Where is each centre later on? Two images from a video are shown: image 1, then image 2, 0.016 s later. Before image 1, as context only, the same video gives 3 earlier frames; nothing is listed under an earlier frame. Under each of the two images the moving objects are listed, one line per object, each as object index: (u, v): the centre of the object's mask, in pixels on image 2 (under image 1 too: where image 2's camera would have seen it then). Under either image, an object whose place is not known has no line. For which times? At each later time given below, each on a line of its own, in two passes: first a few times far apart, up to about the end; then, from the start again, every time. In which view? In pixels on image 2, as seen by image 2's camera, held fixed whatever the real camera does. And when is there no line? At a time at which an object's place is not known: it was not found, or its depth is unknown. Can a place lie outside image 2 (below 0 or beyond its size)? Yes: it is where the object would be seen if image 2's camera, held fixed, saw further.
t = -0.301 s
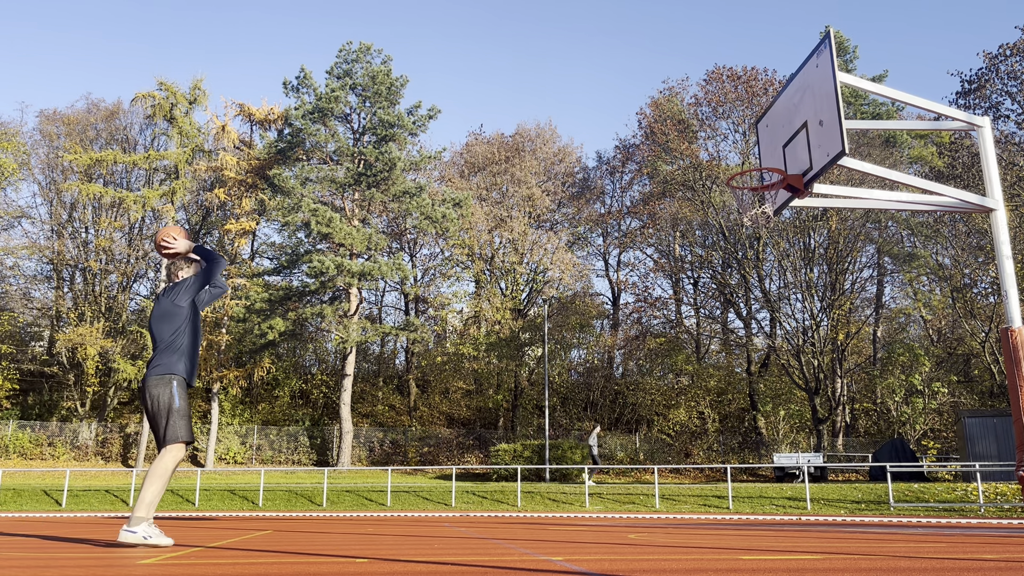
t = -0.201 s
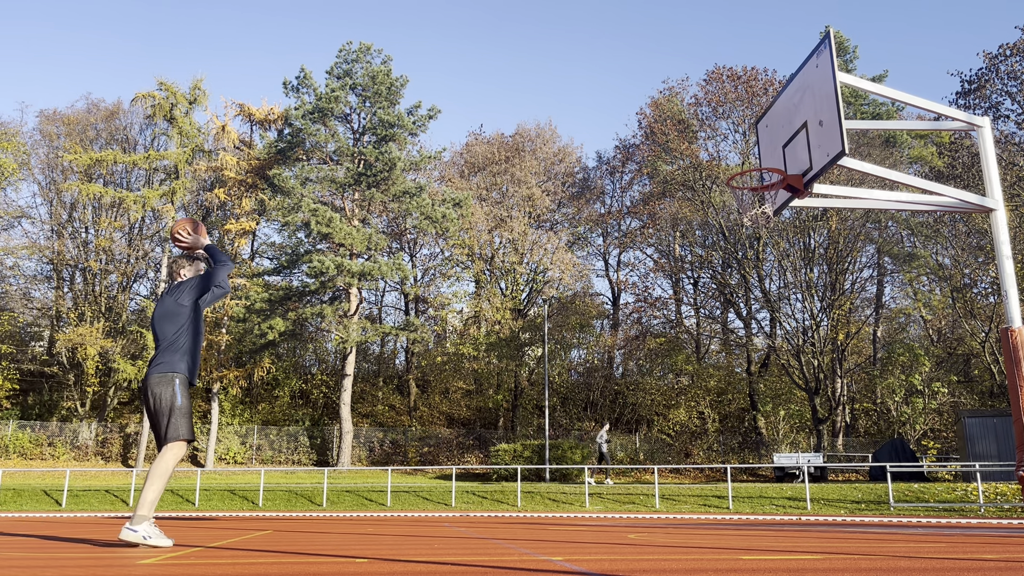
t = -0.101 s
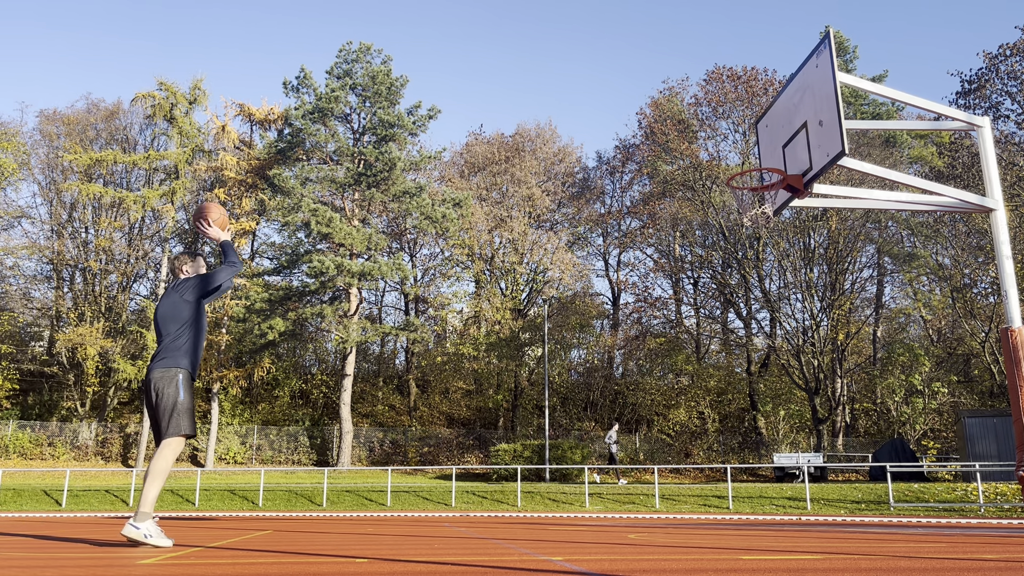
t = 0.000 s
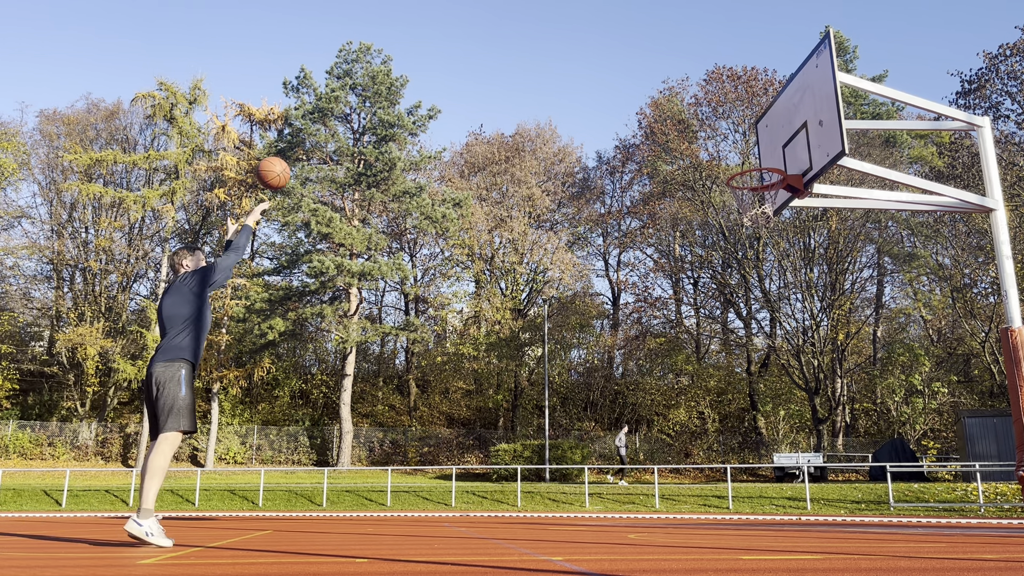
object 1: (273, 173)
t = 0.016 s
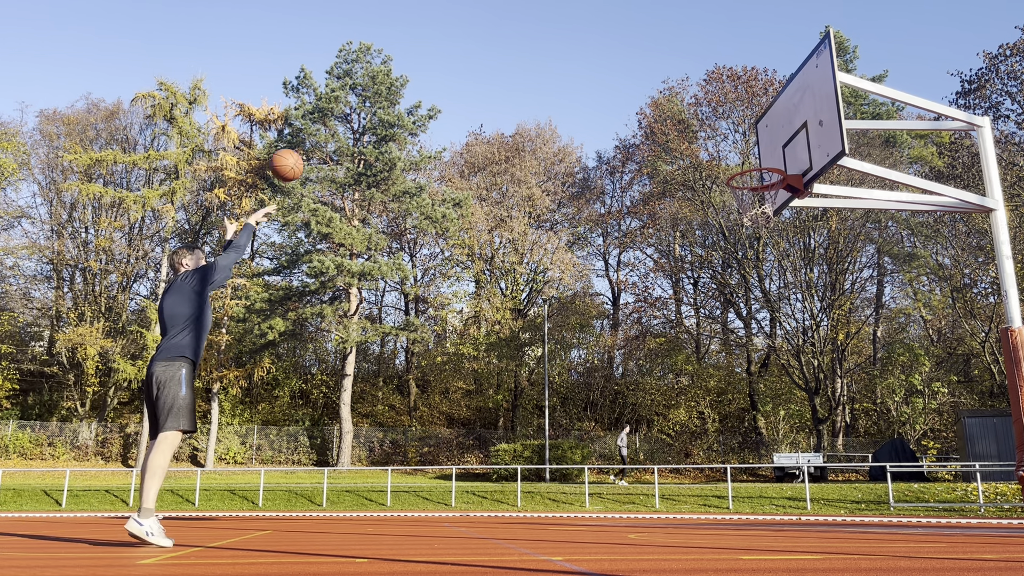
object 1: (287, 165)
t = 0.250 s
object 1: (457, 99)
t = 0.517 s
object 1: (624, 103)
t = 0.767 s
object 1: (766, 173)
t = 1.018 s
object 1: (747, 208)
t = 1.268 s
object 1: (748, 255)
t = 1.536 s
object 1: (754, 372)
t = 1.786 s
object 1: (763, 504)
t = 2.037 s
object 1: (757, 414)
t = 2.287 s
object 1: (756, 392)
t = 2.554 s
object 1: (760, 436)
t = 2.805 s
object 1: (764, 505)
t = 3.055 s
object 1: (759, 458)
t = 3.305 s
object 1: (758, 472)
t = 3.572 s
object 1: (758, 500)
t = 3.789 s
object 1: (754, 484)
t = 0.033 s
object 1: (299, 158)
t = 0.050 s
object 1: (313, 151)
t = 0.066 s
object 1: (326, 145)
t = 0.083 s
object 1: (338, 138)
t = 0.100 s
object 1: (351, 133)
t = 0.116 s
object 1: (364, 127)
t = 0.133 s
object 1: (376, 123)
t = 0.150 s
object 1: (388, 118)
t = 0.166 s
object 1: (400, 114)
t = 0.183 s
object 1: (412, 110)
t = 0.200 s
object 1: (423, 107)
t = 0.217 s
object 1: (434, 104)
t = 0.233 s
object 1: (446, 101)
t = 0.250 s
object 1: (457, 99)
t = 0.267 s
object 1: (468, 96)
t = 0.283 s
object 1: (479, 95)
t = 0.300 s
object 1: (490, 93)
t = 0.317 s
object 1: (501, 92)
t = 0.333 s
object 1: (511, 92)
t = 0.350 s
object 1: (522, 91)
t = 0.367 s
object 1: (533, 91)
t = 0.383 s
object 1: (543, 91)
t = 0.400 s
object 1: (553, 92)
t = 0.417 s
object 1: (564, 92)
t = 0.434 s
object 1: (574, 93)
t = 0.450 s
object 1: (584, 95)
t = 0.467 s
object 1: (594, 96)
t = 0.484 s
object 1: (604, 98)
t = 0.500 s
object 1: (614, 100)
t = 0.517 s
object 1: (624, 103)
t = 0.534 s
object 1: (634, 106)
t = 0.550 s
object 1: (644, 109)
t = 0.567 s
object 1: (654, 112)
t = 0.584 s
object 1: (663, 116)
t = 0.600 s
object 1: (673, 120)
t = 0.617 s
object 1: (682, 124)
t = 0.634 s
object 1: (692, 129)
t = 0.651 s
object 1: (702, 133)
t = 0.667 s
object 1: (711, 138)
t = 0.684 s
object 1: (720, 144)
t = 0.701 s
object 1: (730, 149)
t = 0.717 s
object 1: (739, 155)
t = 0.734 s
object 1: (748, 159)
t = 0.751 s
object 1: (758, 166)
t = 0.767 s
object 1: (766, 173)
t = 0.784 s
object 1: (768, 182)
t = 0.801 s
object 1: (765, 185)
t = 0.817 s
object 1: (759, 192)
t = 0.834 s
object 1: (754, 199)
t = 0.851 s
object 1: (751, 202)
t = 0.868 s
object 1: (745, 211)
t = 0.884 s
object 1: (748, 207)
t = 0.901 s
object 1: (752, 215)
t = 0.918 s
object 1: (752, 214)
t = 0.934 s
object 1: (751, 212)
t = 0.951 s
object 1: (749, 209)
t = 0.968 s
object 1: (748, 207)
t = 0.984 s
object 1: (747, 207)
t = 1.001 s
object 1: (747, 208)
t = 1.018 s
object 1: (747, 208)
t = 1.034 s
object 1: (747, 209)
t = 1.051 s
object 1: (747, 210)
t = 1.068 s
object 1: (747, 213)
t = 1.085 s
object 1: (747, 215)
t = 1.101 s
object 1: (747, 217)
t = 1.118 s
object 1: (747, 219)
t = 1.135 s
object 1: (747, 222)
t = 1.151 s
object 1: (747, 225)
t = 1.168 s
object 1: (747, 229)
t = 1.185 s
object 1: (747, 233)
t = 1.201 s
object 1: (747, 237)
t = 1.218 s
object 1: (748, 241)
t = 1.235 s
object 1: (748, 245)
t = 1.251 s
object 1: (748, 250)
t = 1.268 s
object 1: (748, 255)
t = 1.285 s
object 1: (748, 260)
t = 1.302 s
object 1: (749, 265)
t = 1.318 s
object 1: (749, 271)
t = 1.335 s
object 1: (749, 277)
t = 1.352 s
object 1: (750, 284)
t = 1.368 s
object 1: (750, 290)
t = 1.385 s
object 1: (750, 298)
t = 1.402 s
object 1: (750, 305)
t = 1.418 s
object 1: (750, 312)
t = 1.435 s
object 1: (751, 320)
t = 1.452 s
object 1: (752, 328)
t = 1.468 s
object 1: (752, 337)
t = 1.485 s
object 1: (752, 345)
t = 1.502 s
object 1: (753, 354)
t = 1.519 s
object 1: (754, 363)
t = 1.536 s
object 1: (754, 372)
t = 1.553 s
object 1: (755, 382)
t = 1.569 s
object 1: (755, 392)
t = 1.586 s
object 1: (757, 402)
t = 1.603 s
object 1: (757, 413)
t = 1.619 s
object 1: (758, 424)
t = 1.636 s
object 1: (758, 435)
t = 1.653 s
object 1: (759, 447)
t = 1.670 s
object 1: (760, 459)
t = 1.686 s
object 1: (760, 471)
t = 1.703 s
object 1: (761, 483)
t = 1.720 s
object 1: (762, 496)
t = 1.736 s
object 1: (763, 509)
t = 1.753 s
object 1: (763, 520)
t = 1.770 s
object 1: (763, 513)
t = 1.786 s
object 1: (763, 504)
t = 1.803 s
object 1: (762, 495)
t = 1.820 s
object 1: (762, 487)
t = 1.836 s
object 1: (761, 480)
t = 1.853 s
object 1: (762, 472)
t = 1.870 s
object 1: (760, 466)
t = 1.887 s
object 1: (760, 458)
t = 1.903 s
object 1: (759, 452)
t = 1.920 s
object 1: (760, 446)
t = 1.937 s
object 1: (759, 440)
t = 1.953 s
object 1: (759, 435)
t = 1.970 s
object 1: (758, 431)
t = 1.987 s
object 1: (758, 426)
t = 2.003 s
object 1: (758, 421)
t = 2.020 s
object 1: (757, 418)
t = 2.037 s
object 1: (757, 414)
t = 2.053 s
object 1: (758, 410)
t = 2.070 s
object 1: (757, 407)
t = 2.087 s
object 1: (758, 404)
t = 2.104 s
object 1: (757, 401)
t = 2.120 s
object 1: (757, 398)
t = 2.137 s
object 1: (757, 397)
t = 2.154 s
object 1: (756, 396)
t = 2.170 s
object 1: (756, 394)
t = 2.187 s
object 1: (756, 393)
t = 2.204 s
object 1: (756, 392)
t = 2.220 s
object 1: (756, 392)
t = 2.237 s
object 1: (757, 391)
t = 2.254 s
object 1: (756, 391)
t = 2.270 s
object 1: (756, 392)
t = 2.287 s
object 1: (756, 392)
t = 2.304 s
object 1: (757, 393)
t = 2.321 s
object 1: (757, 394)
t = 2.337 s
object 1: (757, 395)
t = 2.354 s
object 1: (757, 396)
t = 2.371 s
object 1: (757, 398)
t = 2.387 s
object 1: (757, 401)
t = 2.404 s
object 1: (758, 403)
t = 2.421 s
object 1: (758, 406)
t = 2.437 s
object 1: (758, 409)
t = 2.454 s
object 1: (758, 411)
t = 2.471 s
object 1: (758, 415)
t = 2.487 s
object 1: (758, 419)
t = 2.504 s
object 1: (759, 423)
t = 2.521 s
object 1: (759, 427)
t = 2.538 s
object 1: (759, 431)
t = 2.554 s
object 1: (760, 436)
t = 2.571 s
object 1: (760, 442)
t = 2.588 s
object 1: (761, 447)
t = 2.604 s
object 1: (761, 453)
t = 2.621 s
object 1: (761, 459)
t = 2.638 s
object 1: (762, 466)
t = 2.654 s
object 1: (762, 472)
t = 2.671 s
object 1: (763, 478)
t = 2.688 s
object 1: (763, 485)
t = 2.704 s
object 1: (764, 492)
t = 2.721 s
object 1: (764, 500)
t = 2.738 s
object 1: (765, 508)
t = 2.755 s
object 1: (765, 516)
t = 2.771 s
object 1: (765, 516)
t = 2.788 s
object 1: (765, 511)
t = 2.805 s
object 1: (764, 505)
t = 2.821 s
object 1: (764, 500)
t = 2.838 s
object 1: (763, 495)
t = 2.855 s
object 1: (763, 490)
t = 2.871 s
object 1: (763, 486)
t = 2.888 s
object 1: (762, 482)
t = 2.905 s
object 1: (762, 478)
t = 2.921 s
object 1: (761, 475)
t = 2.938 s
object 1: (761, 472)
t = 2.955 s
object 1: (761, 470)
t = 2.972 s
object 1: (760, 467)
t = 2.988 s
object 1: (760, 465)
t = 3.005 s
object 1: (759, 463)
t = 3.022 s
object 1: (759, 460)
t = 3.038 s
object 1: (759, 458)
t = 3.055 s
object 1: (759, 458)
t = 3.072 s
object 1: (759, 457)
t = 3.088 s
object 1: (759, 456)
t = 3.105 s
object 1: (759, 456)
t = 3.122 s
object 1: (759, 456)
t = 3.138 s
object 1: (758, 456)
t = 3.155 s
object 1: (758, 456)
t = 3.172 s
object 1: (758, 456)
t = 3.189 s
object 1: (758, 458)
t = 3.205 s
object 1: (758, 459)
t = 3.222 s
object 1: (758, 460)
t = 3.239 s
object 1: (758, 462)
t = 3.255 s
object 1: (758, 464)
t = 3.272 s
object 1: (758, 467)
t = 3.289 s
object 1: (758, 469)
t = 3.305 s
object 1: (758, 472)
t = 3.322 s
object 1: (758, 475)
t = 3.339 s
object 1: (758, 478)
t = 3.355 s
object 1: (758, 481)
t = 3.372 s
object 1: (759, 485)
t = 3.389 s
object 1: (759, 489)
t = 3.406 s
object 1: (759, 494)
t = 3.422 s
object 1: (759, 498)
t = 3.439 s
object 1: (759, 503)
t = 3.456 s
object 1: (759, 508)
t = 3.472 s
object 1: (760, 514)
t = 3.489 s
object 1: (760, 517)
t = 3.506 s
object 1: (759, 513)
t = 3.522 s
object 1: (759, 509)
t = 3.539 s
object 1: (759, 506)
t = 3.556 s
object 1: (758, 502)
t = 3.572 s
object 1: (758, 500)
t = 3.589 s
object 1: (757, 497)
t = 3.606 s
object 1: (757, 494)
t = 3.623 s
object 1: (756, 492)
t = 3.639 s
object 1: (756, 490)
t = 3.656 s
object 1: (755, 488)
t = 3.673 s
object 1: (755, 487)
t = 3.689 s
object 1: (756, 486)
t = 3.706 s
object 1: (755, 485)
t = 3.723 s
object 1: (755, 484)
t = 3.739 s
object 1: (755, 484)
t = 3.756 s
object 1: (755, 484)
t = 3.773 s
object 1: (755, 484)
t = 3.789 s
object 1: (754, 484)
